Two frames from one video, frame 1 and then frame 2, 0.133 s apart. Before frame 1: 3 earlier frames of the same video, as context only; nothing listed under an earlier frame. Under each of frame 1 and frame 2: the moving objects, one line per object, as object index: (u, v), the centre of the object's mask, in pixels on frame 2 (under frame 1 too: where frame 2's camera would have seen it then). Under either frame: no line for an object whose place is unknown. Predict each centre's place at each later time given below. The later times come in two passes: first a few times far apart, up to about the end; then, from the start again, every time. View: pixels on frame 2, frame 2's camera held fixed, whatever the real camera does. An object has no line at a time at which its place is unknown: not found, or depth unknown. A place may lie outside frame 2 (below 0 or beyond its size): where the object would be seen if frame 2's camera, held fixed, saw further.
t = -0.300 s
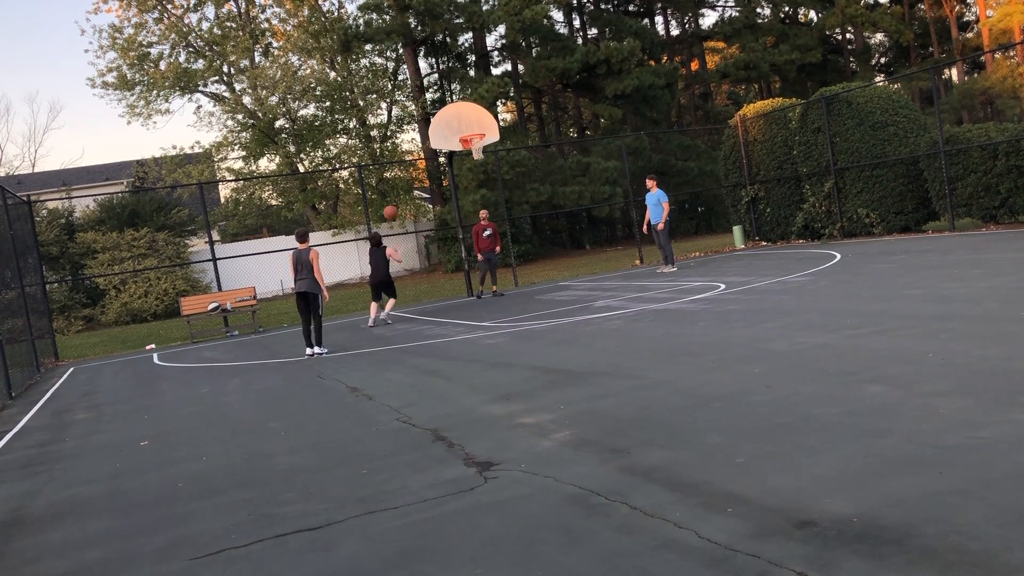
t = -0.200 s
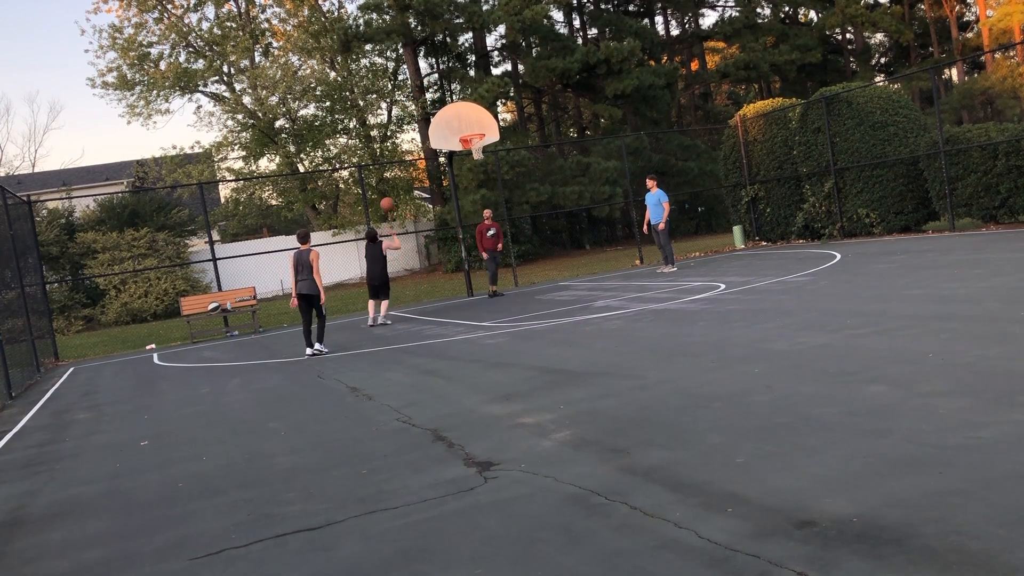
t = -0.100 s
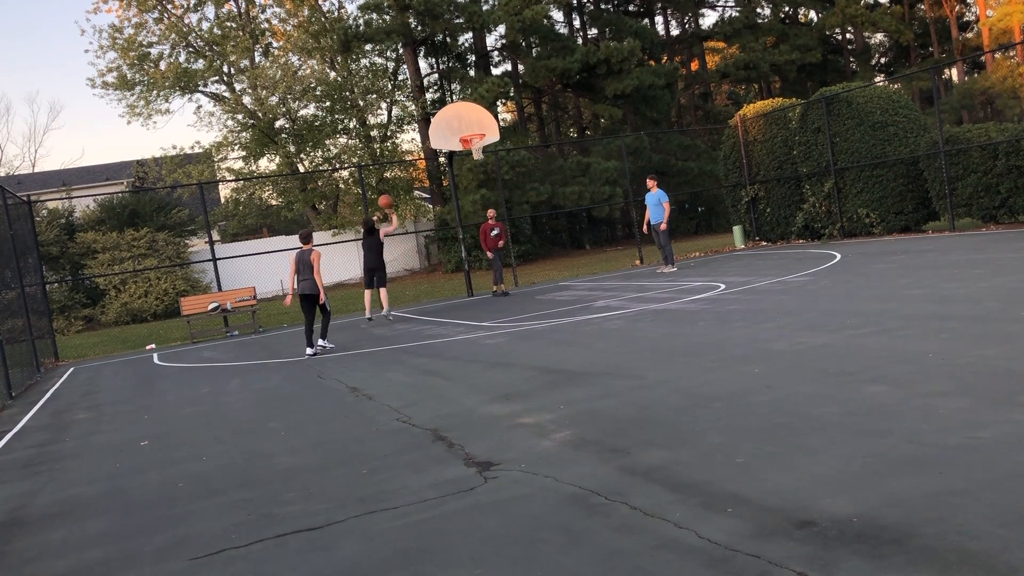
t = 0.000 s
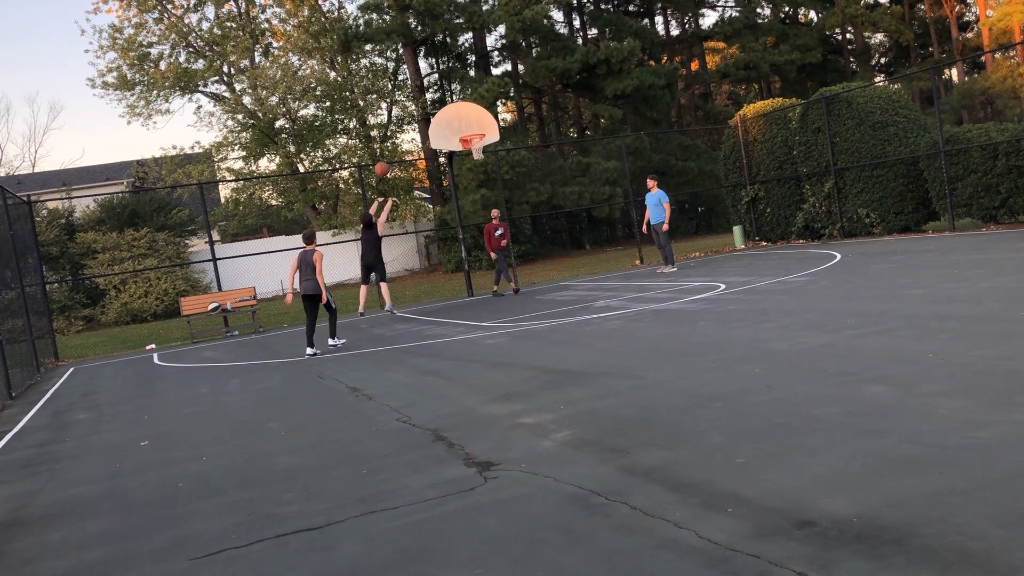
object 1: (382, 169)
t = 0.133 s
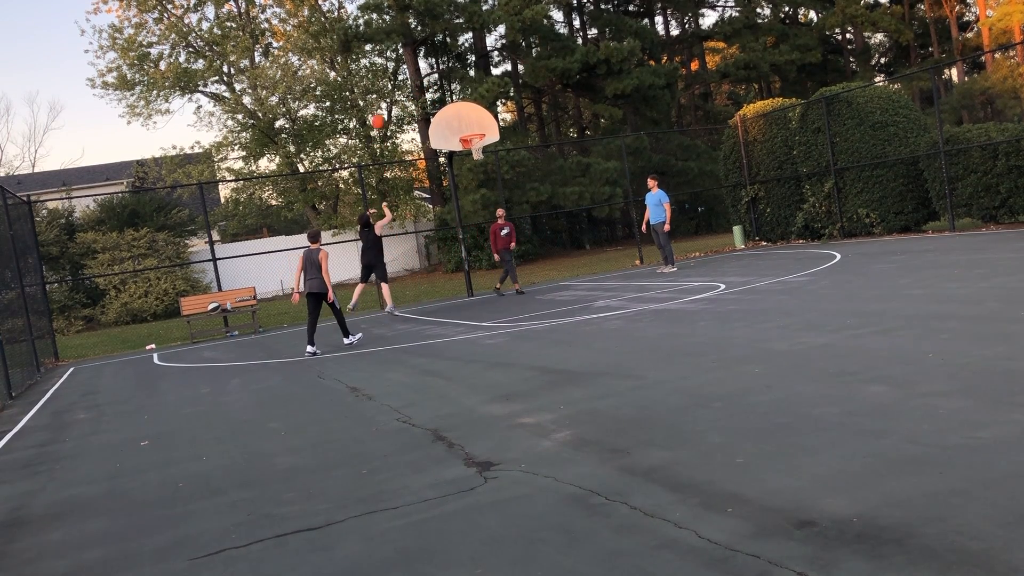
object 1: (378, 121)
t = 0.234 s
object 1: (377, 94)
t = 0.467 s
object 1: (377, 51)
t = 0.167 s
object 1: (377, 112)
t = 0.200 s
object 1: (377, 102)
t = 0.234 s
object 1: (377, 94)
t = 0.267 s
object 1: (375, 84)
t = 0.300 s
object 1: (377, 77)
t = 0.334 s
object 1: (376, 71)
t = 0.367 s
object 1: (377, 66)
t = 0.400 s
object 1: (376, 60)
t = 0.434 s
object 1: (376, 55)
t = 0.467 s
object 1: (377, 51)
